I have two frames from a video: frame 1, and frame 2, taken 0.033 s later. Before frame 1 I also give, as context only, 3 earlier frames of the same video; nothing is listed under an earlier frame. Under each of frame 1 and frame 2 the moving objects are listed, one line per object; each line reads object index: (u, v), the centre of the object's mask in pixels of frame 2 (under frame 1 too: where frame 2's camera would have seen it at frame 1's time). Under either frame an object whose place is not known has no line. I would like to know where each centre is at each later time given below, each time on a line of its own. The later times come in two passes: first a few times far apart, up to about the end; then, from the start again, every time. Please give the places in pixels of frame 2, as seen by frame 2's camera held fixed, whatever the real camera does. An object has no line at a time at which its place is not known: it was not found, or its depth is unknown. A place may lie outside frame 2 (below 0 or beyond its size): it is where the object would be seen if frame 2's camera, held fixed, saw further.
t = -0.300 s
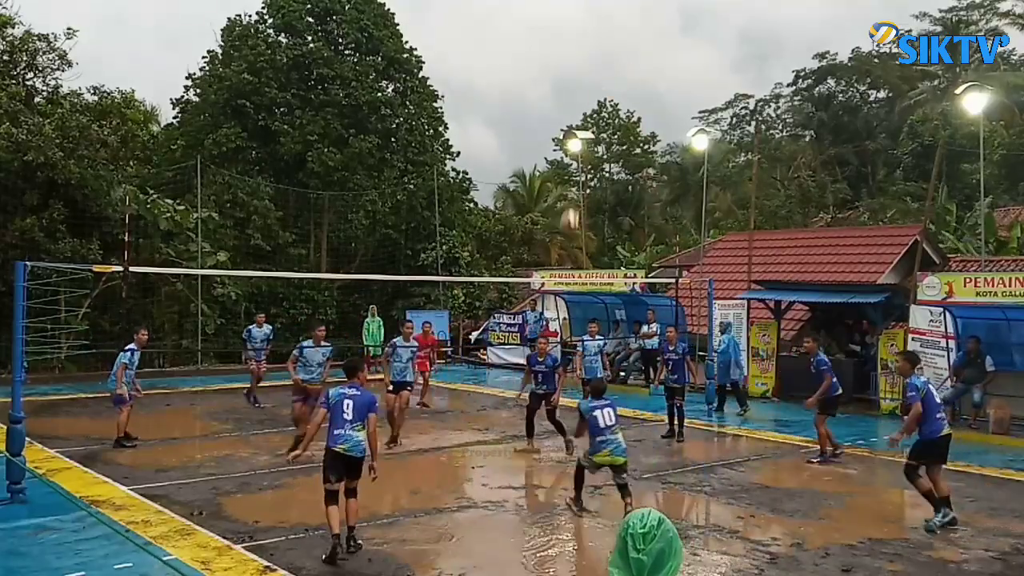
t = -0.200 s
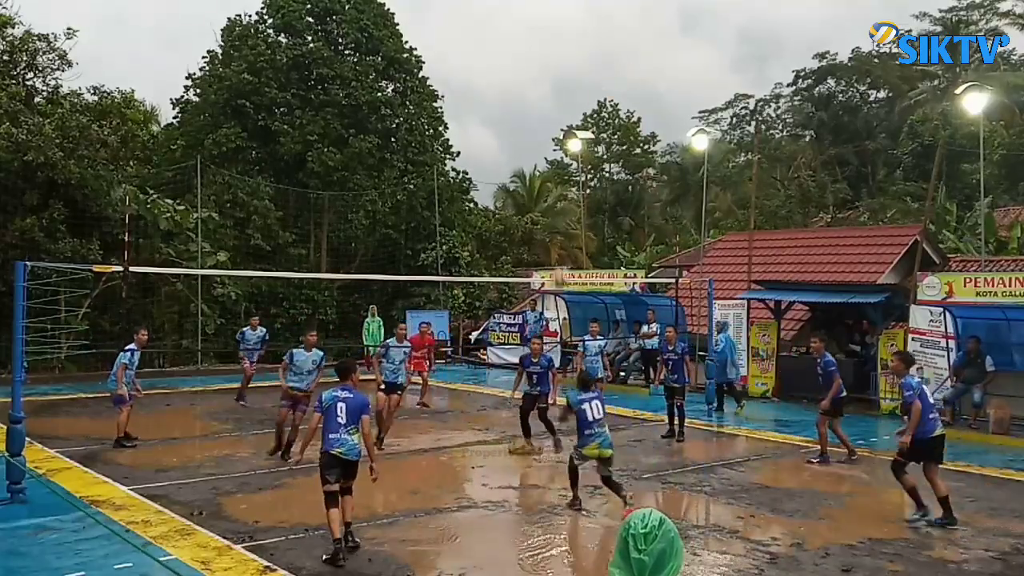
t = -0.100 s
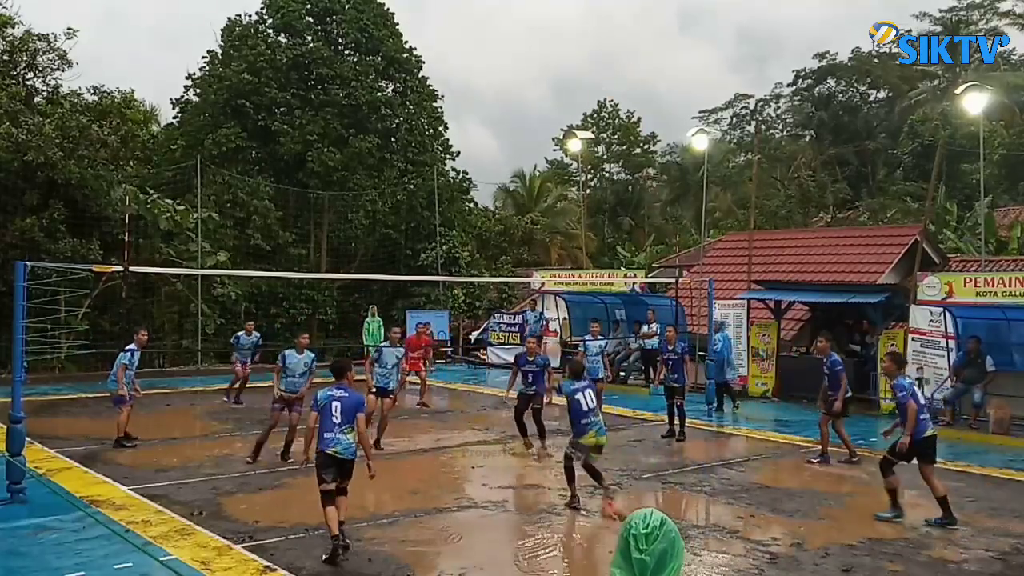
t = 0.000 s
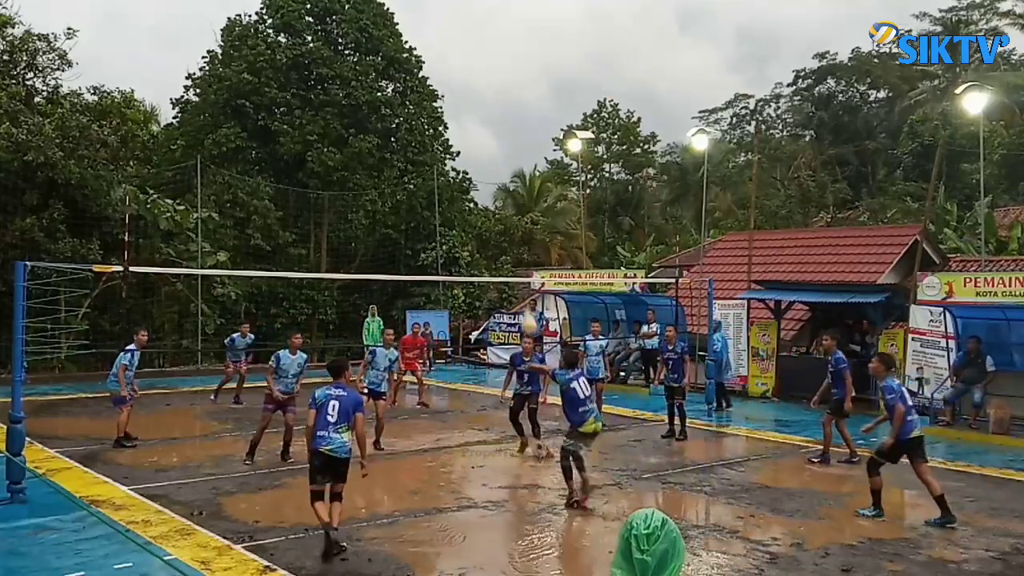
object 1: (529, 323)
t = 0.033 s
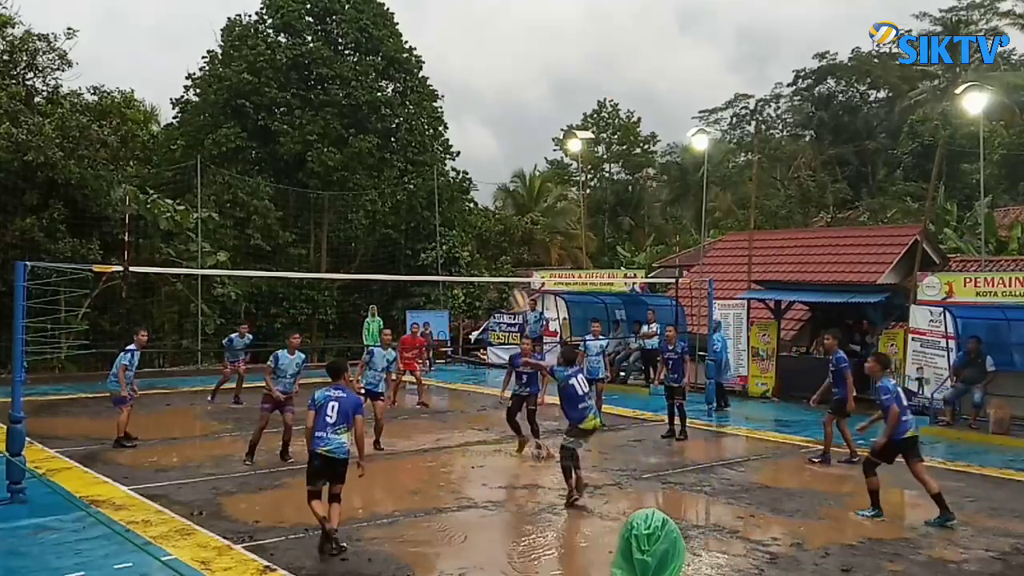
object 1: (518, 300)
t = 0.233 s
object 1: (464, 194)
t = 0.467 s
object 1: (395, 109)
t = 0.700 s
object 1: (319, 74)
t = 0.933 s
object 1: (239, 91)
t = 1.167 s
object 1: (155, 169)
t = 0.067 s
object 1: (510, 281)
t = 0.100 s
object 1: (501, 261)
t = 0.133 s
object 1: (492, 244)
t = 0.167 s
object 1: (483, 227)
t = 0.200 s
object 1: (472, 207)
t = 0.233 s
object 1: (464, 194)
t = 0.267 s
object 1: (455, 179)
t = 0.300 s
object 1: (444, 164)
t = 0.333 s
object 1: (434, 153)
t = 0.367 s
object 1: (425, 141)
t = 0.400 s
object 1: (415, 129)
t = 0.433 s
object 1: (405, 119)
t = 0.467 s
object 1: (395, 109)
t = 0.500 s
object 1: (384, 101)
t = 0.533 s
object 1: (373, 93)
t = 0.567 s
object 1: (362, 87)
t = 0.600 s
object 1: (351, 83)
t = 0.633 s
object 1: (343, 79)
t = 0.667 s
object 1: (331, 76)
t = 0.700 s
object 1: (319, 74)
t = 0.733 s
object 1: (308, 74)
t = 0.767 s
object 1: (296, 73)
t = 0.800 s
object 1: (285, 75)
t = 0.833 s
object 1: (273, 77)
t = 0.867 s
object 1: (263, 81)
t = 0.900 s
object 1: (250, 85)
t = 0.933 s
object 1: (239, 91)
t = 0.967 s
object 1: (227, 99)
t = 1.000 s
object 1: (215, 108)
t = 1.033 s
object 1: (203, 117)
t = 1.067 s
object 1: (192, 128)
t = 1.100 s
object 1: (179, 140)
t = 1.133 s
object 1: (167, 154)
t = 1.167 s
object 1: (155, 169)
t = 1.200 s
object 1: (142, 184)
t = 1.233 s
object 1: (129, 201)
